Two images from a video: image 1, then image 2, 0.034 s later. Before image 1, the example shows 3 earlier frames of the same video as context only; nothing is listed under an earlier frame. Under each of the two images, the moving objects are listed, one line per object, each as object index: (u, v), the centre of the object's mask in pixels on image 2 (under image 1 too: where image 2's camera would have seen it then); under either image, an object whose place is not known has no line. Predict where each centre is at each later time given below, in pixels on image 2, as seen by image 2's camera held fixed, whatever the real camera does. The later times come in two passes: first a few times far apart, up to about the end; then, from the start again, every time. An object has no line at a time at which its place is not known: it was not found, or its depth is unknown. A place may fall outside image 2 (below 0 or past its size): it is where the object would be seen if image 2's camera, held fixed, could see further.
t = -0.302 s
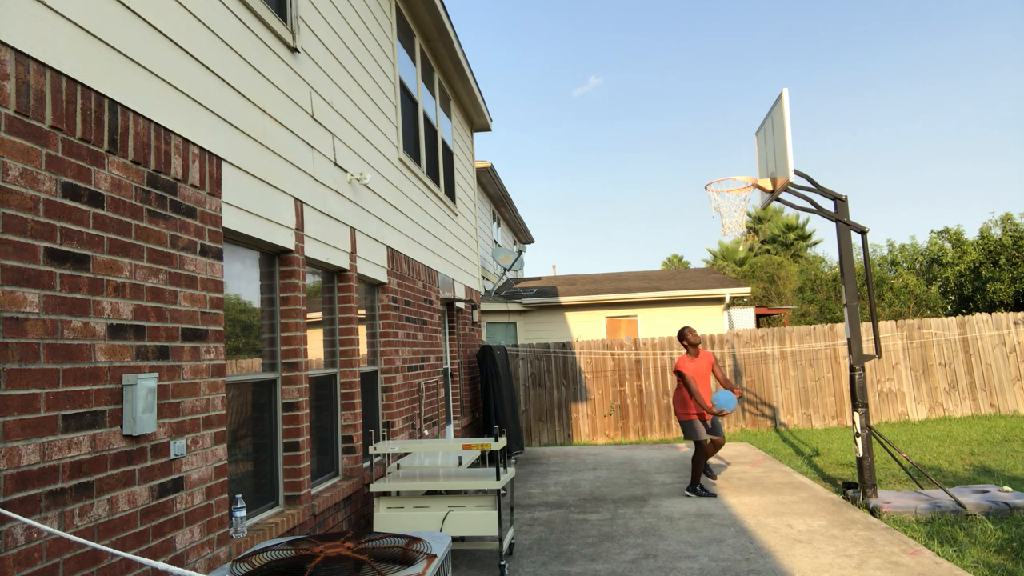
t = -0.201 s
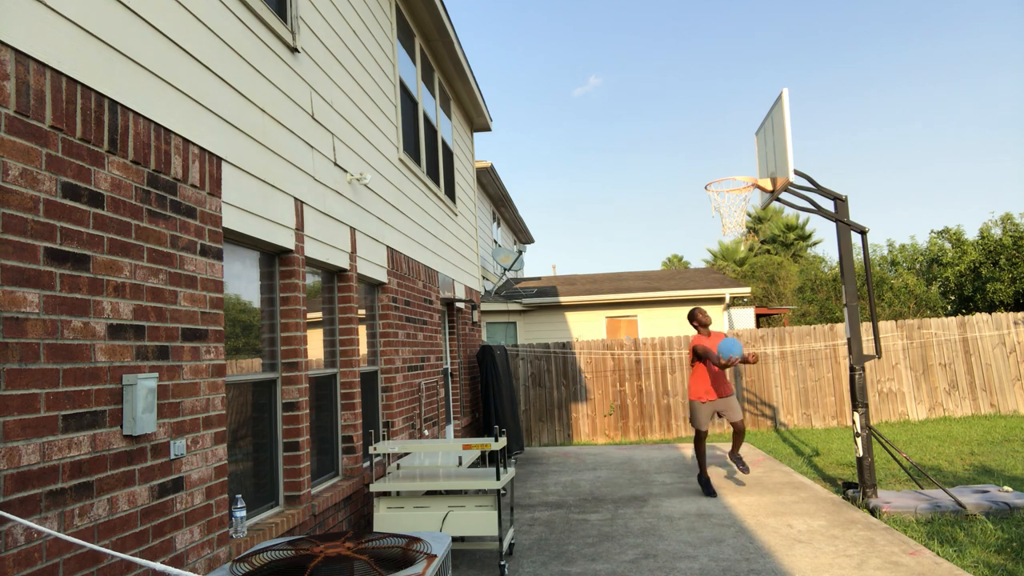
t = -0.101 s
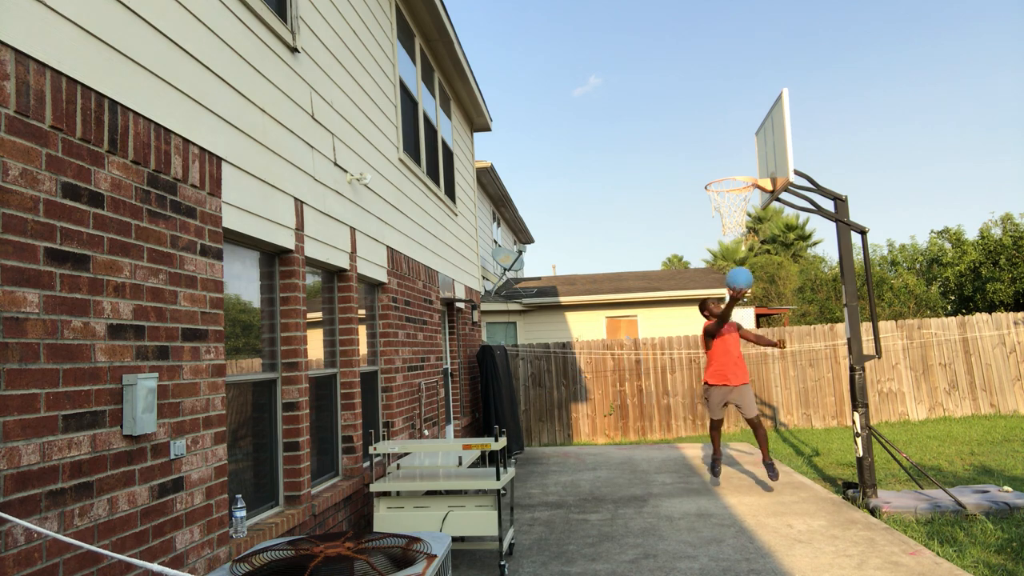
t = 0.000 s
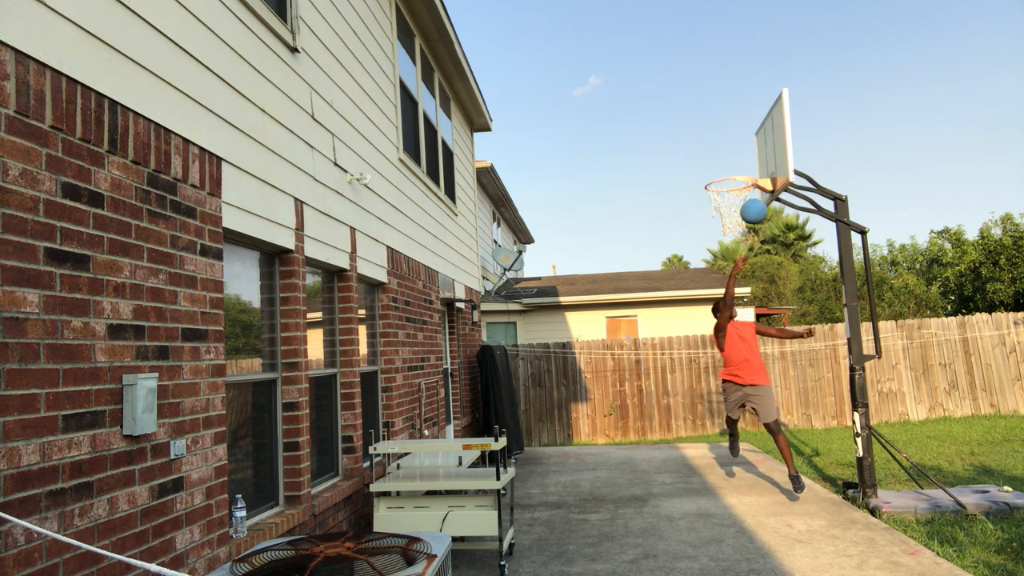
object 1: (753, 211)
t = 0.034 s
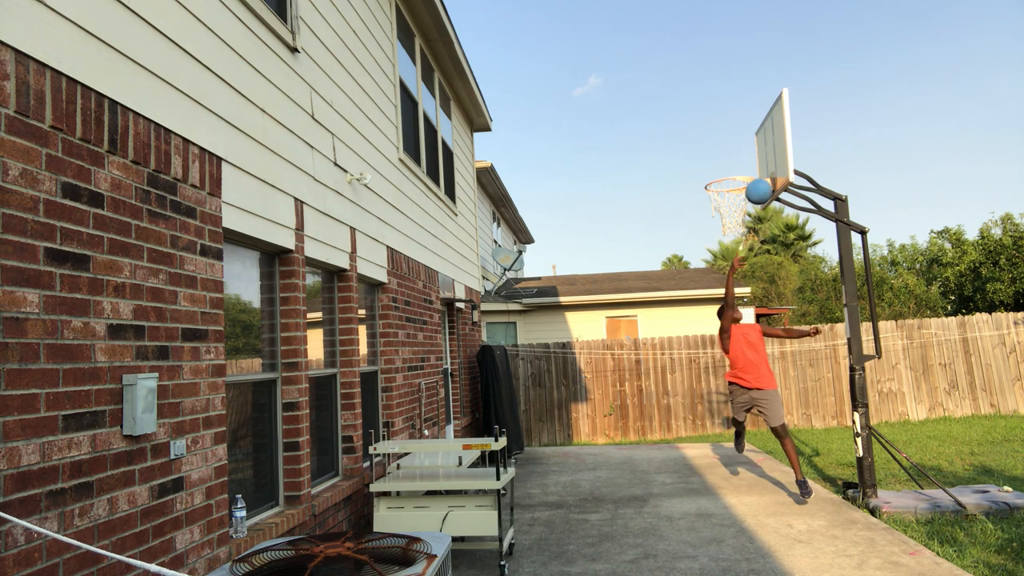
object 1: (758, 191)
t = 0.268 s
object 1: (749, 133)
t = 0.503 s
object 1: (726, 149)
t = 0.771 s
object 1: (728, 174)
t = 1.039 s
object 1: (742, 208)
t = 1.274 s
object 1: (738, 270)
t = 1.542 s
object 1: (739, 408)
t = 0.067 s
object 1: (763, 173)
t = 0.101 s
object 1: (768, 157)
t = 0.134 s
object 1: (766, 149)
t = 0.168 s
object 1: (761, 143)
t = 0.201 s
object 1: (757, 139)
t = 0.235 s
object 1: (753, 135)
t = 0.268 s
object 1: (749, 133)
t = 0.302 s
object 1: (745, 132)
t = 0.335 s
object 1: (742, 132)
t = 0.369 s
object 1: (739, 133)
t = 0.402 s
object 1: (736, 136)
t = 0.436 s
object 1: (732, 139)
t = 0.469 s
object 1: (729, 144)
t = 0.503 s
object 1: (726, 149)
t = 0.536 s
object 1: (723, 156)
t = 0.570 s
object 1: (721, 163)
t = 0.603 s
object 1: (718, 171)
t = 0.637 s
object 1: (716, 179)
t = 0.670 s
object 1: (719, 176)
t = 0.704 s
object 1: (722, 174)
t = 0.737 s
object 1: (725, 173)
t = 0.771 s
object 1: (728, 174)
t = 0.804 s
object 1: (731, 175)
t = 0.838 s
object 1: (734, 178)
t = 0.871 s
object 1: (737, 182)
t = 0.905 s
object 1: (739, 188)
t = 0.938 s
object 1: (738, 190)
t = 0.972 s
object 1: (741, 196)
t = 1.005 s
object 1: (742, 202)
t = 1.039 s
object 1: (742, 208)
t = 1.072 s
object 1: (742, 215)
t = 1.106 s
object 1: (741, 221)
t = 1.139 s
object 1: (740, 231)
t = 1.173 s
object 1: (739, 238)
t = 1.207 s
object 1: (739, 247)
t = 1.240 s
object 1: (738, 258)
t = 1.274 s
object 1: (738, 270)
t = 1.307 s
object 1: (737, 283)
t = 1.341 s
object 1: (737, 298)
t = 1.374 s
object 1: (737, 313)
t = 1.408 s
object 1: (737, 330)
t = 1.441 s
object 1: (738, 348)
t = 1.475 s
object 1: (738, 367)
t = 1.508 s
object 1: (738, 387)
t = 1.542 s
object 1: (739, 408)
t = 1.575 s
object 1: (740, 430)
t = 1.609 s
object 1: (741, 454)
